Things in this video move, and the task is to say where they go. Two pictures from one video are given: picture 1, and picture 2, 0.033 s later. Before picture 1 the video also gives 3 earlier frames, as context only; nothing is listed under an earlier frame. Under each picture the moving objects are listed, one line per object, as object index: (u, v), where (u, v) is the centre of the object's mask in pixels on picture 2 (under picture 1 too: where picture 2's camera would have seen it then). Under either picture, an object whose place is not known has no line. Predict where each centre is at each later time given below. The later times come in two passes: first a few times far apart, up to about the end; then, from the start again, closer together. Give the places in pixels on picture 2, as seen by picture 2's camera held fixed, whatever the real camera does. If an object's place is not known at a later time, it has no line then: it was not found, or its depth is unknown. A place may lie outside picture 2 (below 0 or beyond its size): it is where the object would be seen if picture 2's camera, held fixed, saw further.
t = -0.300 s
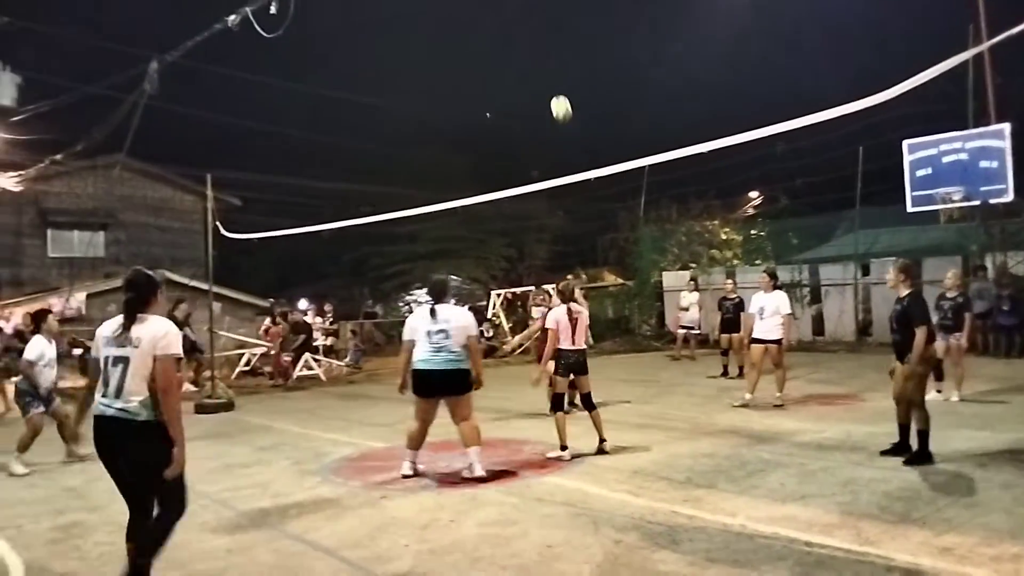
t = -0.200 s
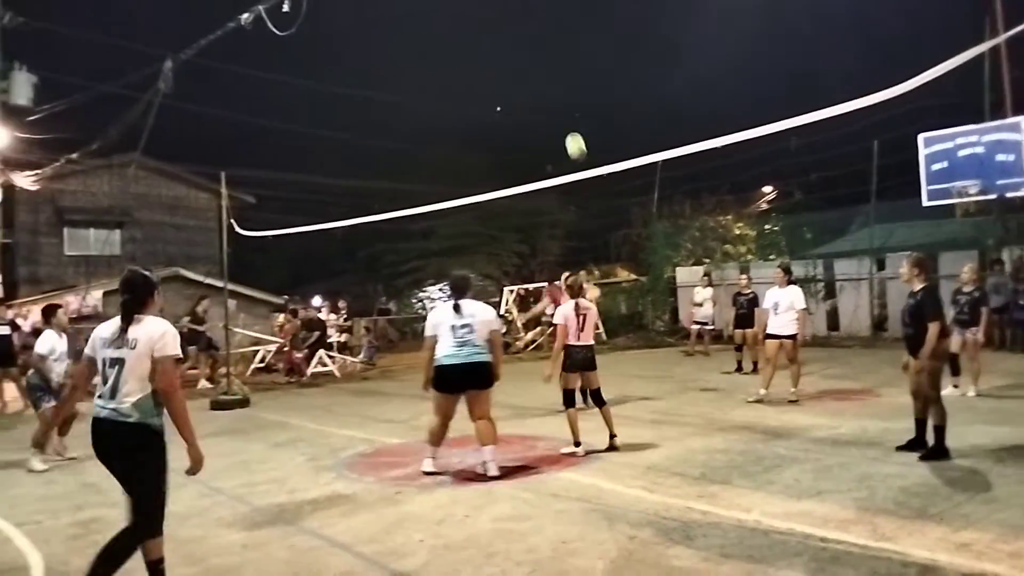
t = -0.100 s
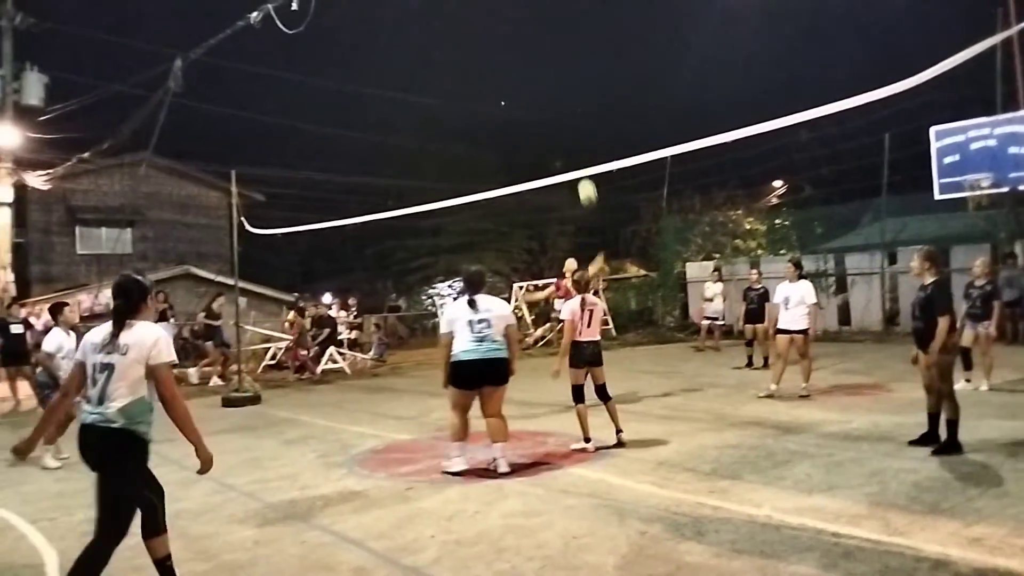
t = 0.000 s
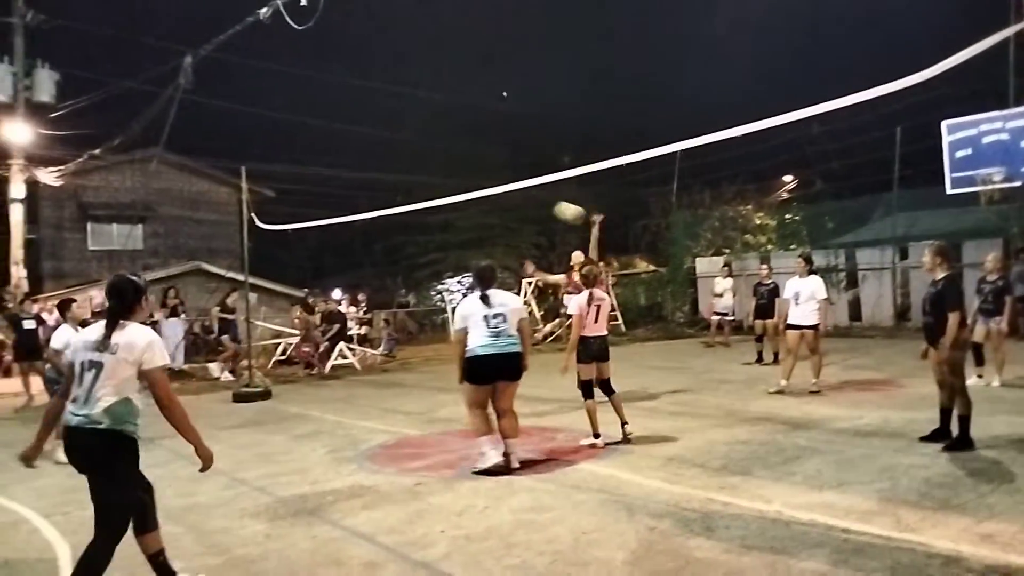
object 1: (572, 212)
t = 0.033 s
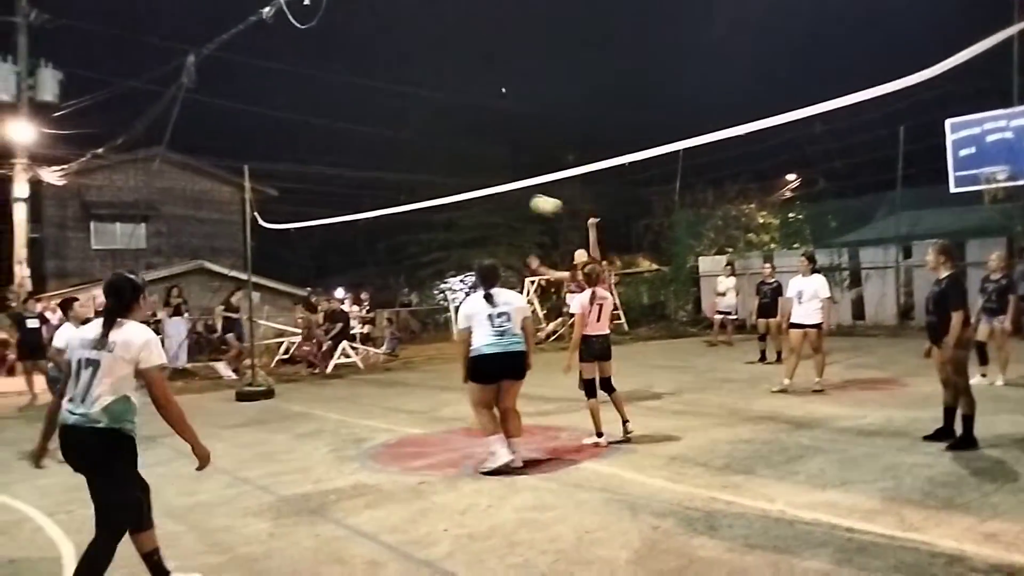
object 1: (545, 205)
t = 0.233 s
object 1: (361, 191)
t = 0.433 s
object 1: (115, 231)
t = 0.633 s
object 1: (-222, 347)
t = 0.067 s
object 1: (519, 201)
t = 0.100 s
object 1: (490, 196)
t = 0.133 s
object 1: (459, 192)
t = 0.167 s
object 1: (428, 190)
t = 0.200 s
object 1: (397, 191)
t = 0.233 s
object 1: (361, 191)
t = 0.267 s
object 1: (325, 194)
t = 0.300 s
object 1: (286, 197)
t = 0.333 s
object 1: (246, 202)
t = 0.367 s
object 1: (204, 209)
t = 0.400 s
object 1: (162, 218)
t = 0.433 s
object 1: (115, 231)
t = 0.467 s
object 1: (66, 244)
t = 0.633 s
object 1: (-222, 347)
